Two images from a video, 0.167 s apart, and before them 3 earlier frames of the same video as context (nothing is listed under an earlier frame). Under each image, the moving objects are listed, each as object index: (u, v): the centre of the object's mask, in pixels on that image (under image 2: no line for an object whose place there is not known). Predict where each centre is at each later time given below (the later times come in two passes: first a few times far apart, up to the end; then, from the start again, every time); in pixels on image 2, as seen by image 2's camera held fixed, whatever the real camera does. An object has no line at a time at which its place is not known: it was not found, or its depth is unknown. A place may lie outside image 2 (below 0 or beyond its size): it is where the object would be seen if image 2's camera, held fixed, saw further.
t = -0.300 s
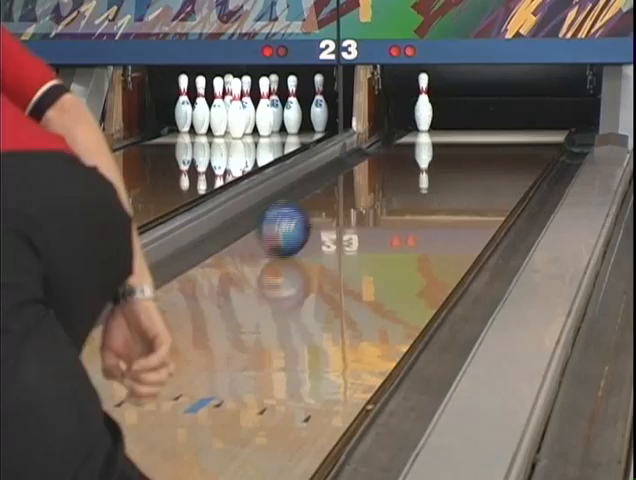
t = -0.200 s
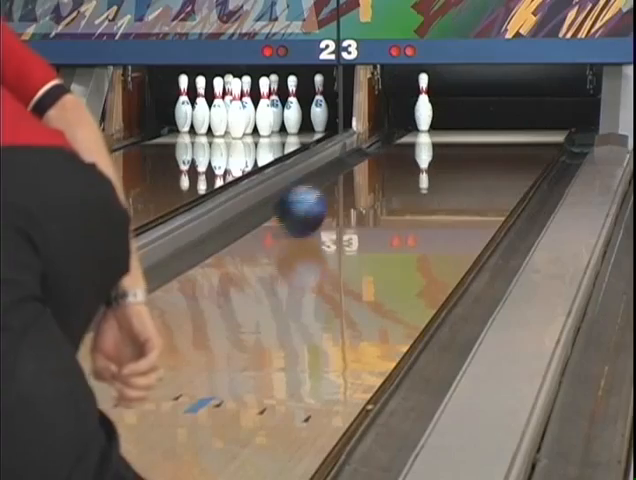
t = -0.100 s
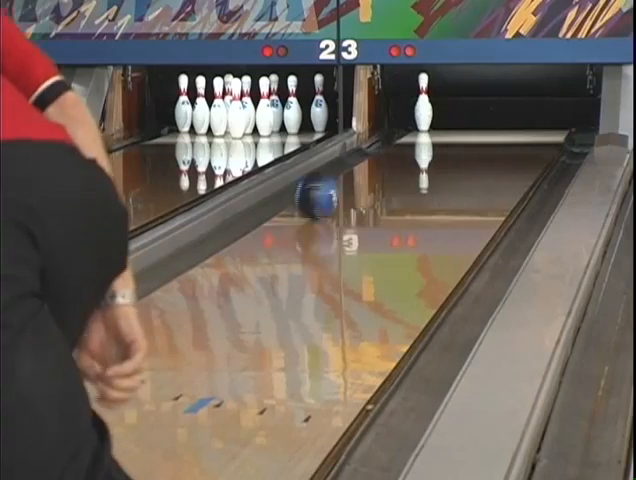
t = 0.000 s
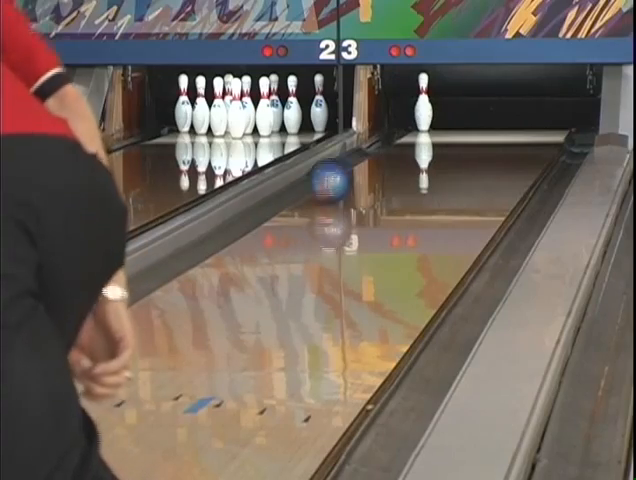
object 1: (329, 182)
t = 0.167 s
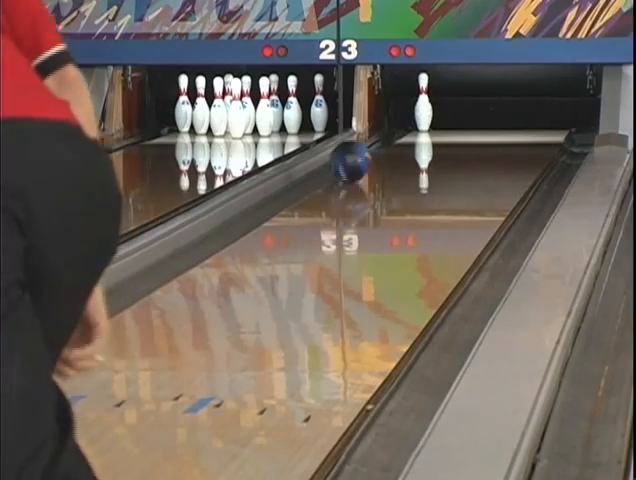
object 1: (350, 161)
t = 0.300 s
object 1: (364, 147)
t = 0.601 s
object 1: (393, 125)
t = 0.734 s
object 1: (403, 116)
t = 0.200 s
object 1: (354, 158)
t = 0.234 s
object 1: (357, 155)
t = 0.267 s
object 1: (361, 151)
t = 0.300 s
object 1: (364, 147)
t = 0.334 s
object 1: (368, 144)
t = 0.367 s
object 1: (372, 141)
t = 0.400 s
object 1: (375, 139)
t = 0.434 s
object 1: (378, 136)
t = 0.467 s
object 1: (381, 134)
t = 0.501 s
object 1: (385, 132)
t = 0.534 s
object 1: (388, 130)
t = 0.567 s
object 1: (391, 127)
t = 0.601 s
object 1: (393, 125)
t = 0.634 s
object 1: (395, 123)
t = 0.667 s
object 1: (397, 124)
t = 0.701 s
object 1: (401, 117)
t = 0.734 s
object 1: (403, 116)
